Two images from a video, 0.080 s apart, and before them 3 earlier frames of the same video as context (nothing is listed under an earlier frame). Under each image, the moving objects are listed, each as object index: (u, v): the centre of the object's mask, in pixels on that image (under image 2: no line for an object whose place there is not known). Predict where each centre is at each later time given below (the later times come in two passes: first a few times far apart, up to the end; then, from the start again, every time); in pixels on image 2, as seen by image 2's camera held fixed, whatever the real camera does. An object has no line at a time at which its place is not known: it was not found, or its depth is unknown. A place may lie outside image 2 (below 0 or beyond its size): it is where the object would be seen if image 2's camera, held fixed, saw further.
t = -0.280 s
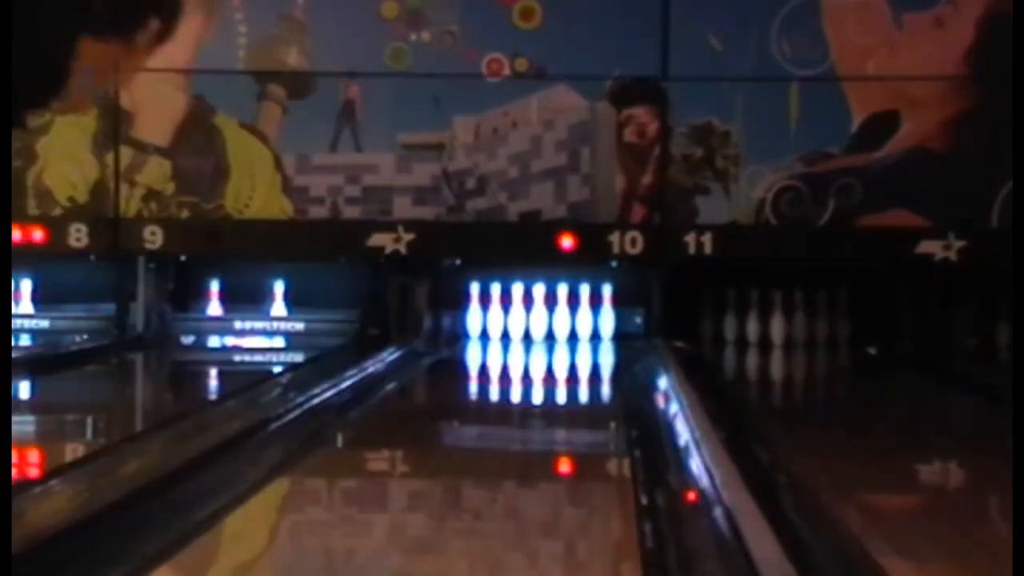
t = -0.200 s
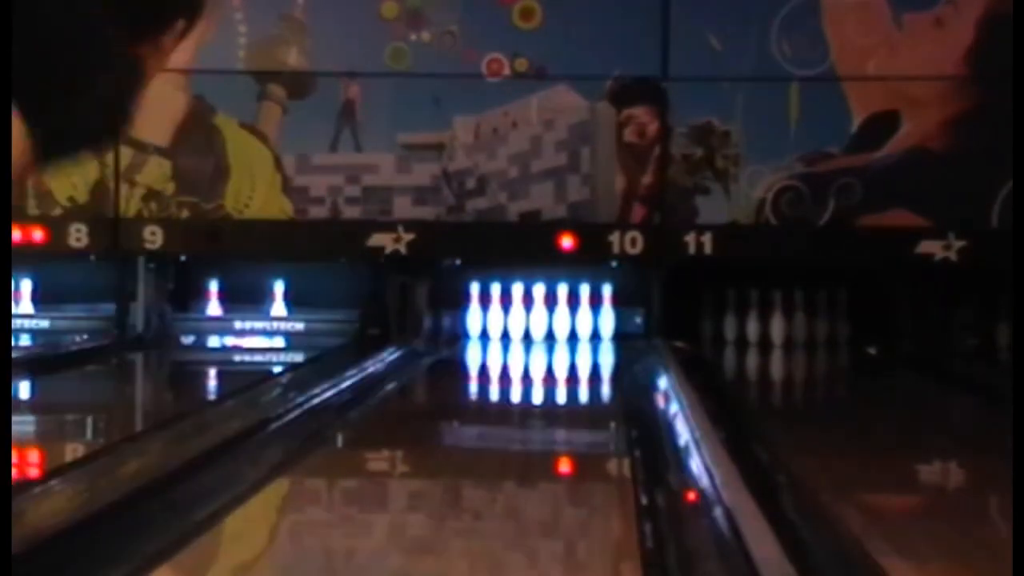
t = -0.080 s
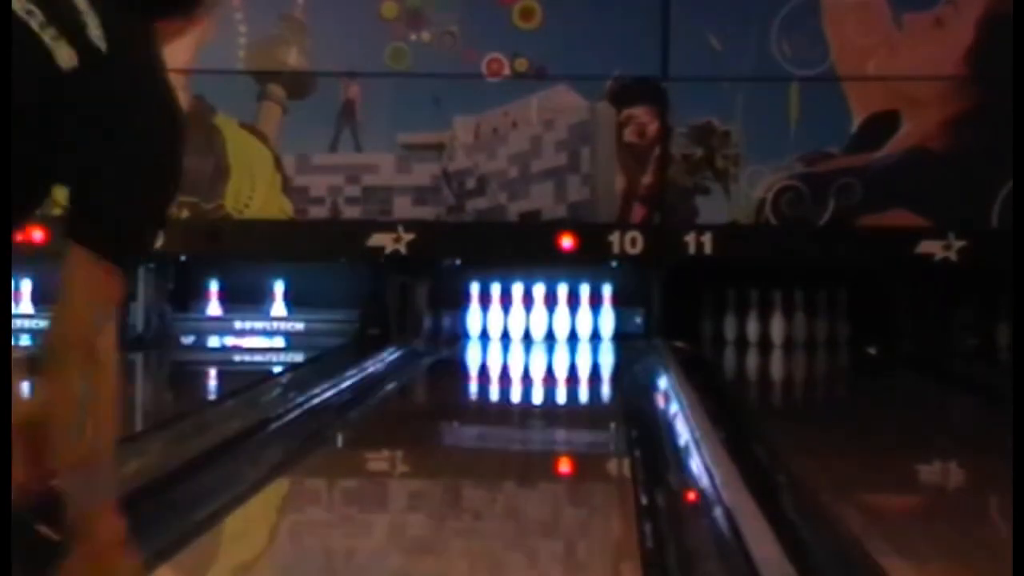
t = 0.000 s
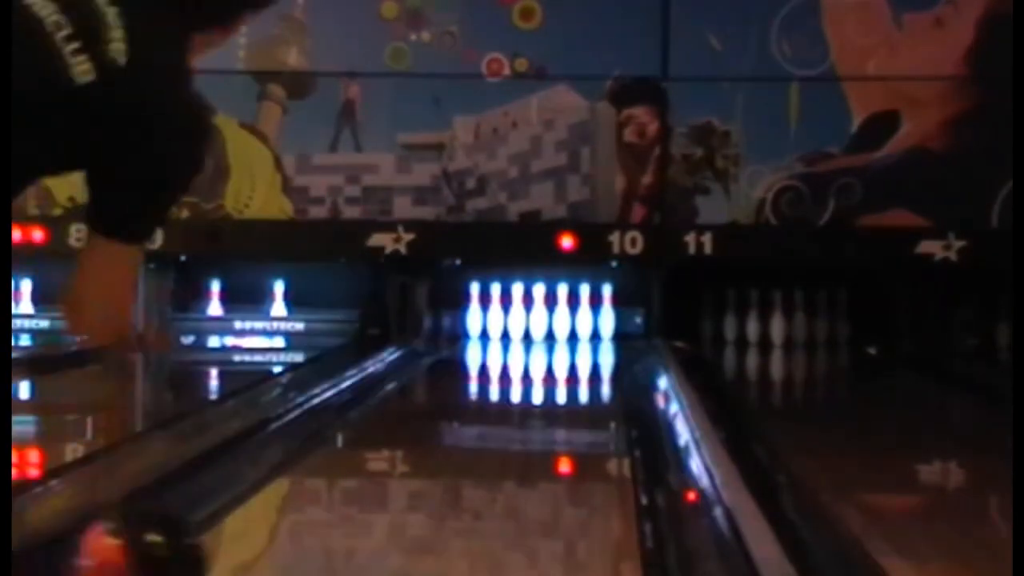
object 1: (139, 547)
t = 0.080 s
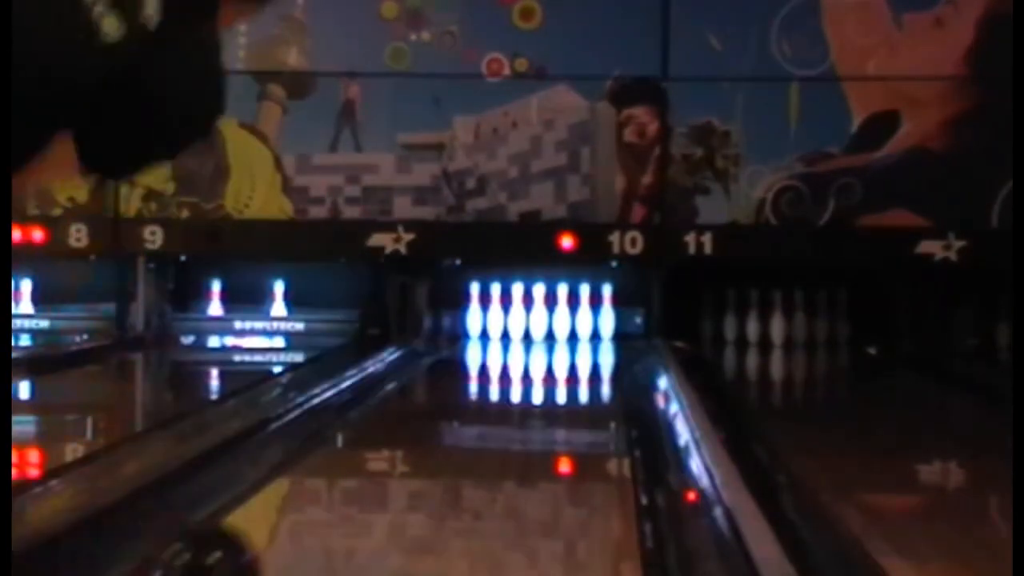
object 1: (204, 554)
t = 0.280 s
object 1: (315, 516)
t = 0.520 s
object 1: (400, 462)
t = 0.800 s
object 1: (459, 412)
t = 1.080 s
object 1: (504, 395)
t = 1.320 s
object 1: (531, 375)
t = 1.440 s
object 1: (542, 367)
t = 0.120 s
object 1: (233, 546)
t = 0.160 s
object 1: (255, 542)
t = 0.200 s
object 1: (280, 534)
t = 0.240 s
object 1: (299, 526)
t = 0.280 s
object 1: (315, 516)
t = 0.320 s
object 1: (333, 505)
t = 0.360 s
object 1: (351, 496)
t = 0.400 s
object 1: (363, 487)
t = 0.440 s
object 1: (377, 478)
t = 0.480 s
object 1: (392, 469)
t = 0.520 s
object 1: (400, 462)
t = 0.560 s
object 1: (410, 457)
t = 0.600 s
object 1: (431, 433)
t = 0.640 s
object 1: (433, 431)
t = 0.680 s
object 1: (441, 423)
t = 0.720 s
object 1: (450, 419)
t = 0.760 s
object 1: (455, 416)
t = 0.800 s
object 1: (459, 412)
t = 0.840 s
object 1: (464, 409)
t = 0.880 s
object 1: (468, 404)
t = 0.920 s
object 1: (474, 402)
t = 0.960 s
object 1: (491, 406)
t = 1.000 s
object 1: (497, 401)
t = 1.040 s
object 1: (501, 398)
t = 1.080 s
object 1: (504, 395)
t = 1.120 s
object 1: (511, 391)
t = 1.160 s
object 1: (515, 389)
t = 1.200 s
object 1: (520, 387)
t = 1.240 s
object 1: (525, 382)
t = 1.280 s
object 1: (527, 378)
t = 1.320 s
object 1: (531, 375)
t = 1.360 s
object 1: (535, 372)
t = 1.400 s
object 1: (538, 370)
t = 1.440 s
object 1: (542, 367)
